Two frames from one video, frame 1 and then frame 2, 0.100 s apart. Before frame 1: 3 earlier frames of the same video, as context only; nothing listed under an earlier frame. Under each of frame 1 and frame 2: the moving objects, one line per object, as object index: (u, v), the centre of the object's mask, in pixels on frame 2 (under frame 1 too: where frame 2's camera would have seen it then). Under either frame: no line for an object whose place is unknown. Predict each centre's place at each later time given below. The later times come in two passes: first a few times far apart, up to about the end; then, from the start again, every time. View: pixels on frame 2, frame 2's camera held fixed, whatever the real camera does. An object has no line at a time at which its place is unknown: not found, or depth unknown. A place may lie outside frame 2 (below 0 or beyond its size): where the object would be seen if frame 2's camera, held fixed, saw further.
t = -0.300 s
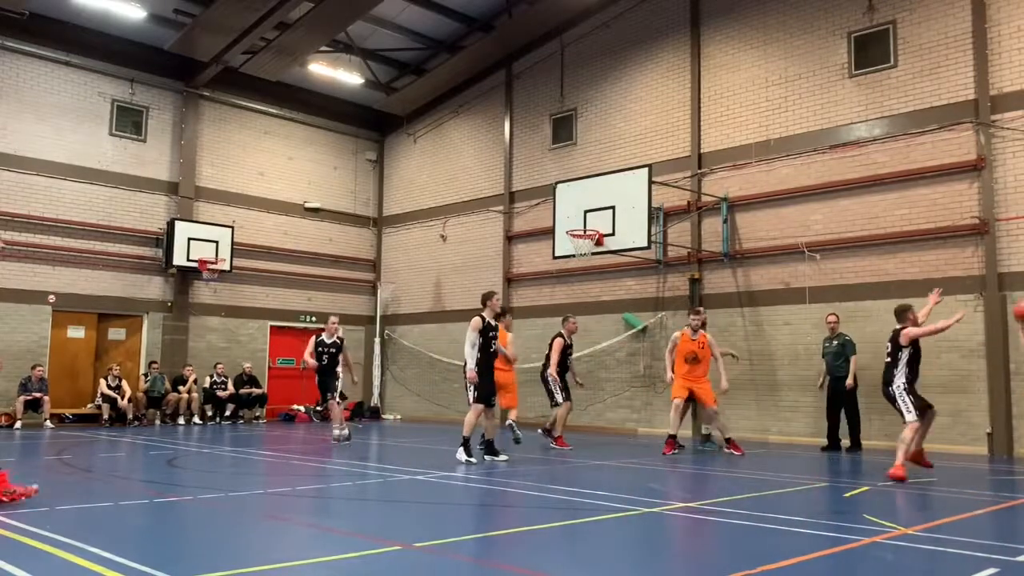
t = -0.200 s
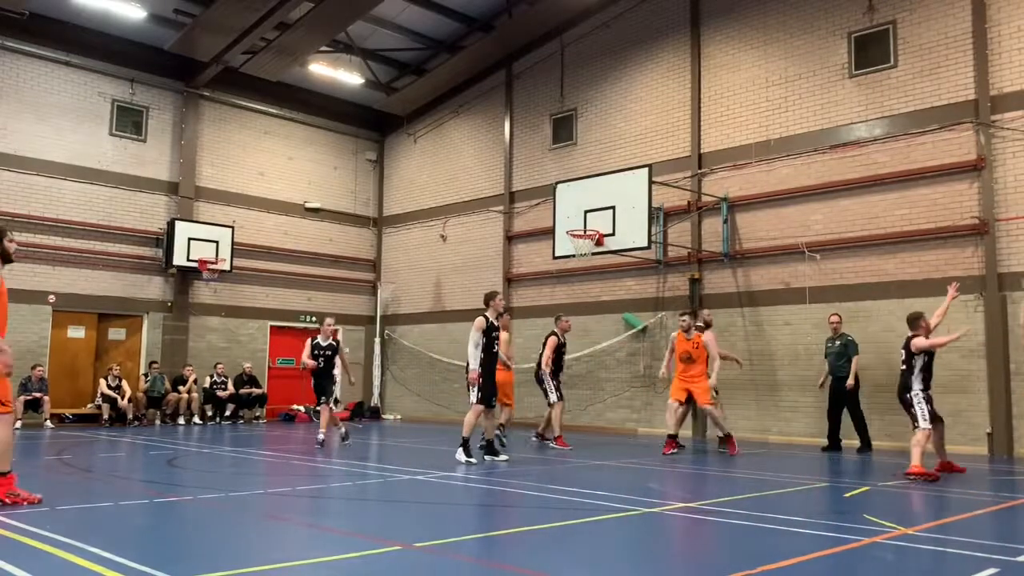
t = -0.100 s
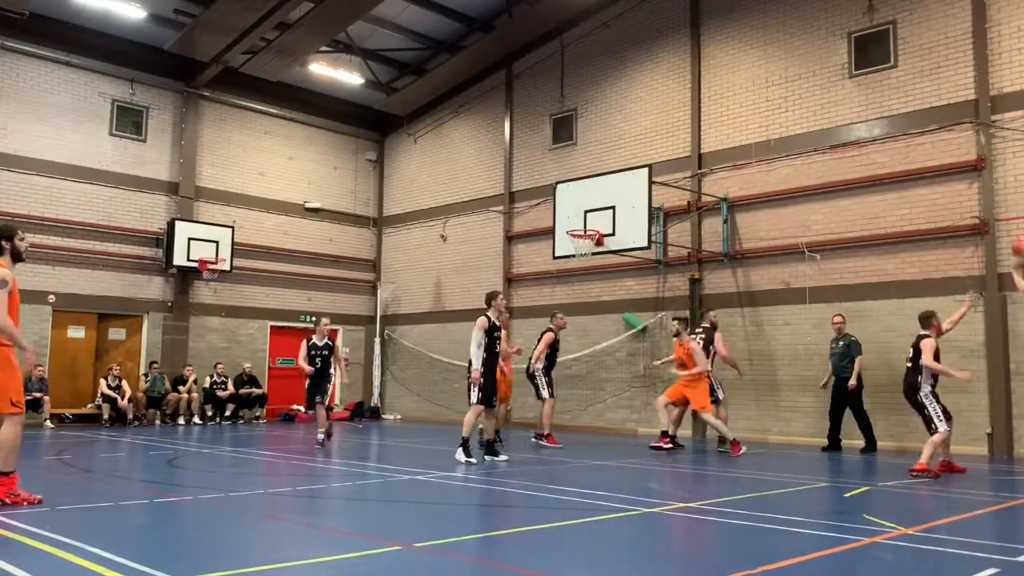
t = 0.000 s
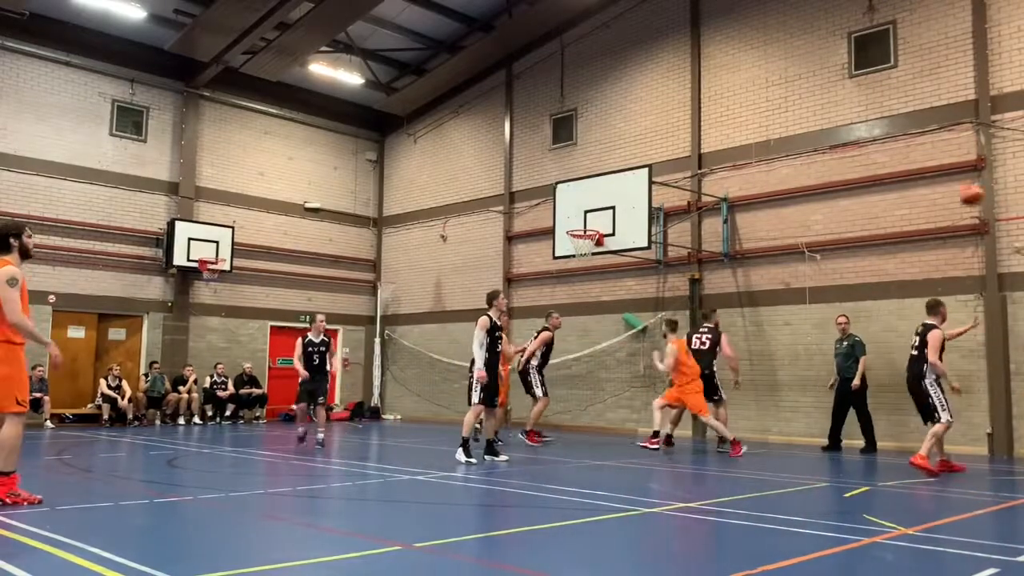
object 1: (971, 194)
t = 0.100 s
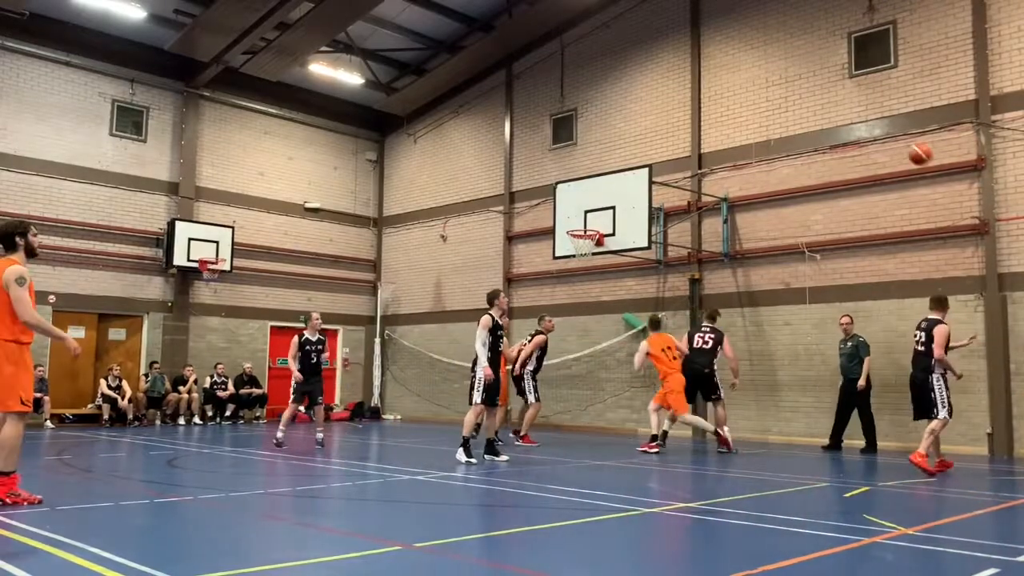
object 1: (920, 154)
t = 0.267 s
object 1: (846, 112)
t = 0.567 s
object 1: (732, 97)
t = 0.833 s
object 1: (647, 140)
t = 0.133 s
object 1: (905, 143)
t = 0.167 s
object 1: (889, 133)
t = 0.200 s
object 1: (875, 124)
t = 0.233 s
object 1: (860, 118)
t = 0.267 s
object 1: (846, 112)
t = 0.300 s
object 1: (832, 107)
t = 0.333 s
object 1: (818, 103)
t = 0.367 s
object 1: (805, 98)
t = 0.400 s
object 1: (792, 96)
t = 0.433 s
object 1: (779, 95)
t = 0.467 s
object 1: (767, 93)
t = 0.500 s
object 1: (756, 95)
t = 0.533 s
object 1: (744, 96)
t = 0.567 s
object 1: (732, 97)
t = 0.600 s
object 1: (721, 100)
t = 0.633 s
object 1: (710, 103)
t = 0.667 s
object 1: (698, 107)
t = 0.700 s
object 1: (686, 113)
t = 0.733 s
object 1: (677, 118)
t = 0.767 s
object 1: (668, 124)
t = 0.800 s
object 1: (657, 132)
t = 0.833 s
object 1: (647, 140)
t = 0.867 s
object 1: (638, 149)
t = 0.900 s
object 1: (628, 158)
